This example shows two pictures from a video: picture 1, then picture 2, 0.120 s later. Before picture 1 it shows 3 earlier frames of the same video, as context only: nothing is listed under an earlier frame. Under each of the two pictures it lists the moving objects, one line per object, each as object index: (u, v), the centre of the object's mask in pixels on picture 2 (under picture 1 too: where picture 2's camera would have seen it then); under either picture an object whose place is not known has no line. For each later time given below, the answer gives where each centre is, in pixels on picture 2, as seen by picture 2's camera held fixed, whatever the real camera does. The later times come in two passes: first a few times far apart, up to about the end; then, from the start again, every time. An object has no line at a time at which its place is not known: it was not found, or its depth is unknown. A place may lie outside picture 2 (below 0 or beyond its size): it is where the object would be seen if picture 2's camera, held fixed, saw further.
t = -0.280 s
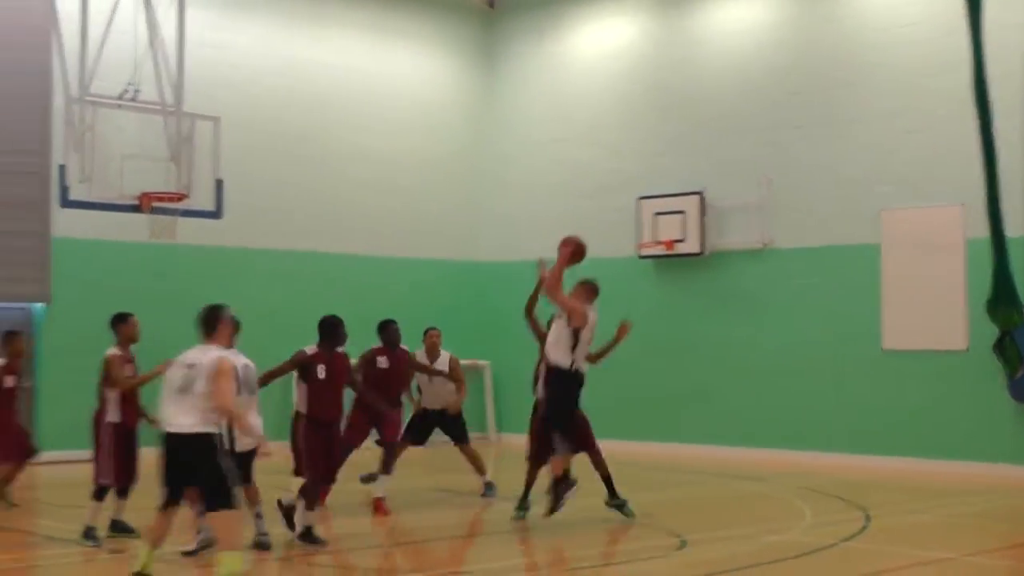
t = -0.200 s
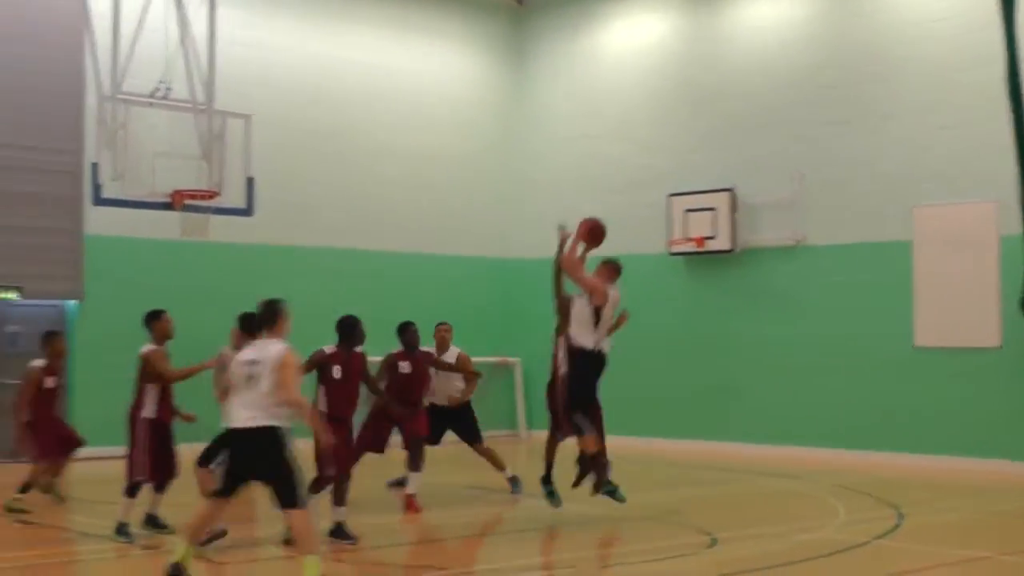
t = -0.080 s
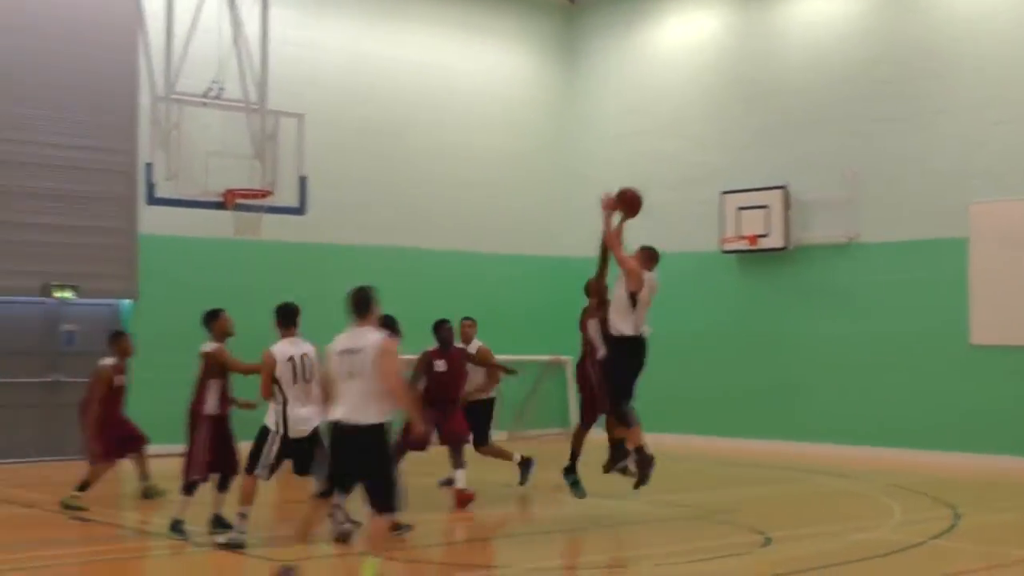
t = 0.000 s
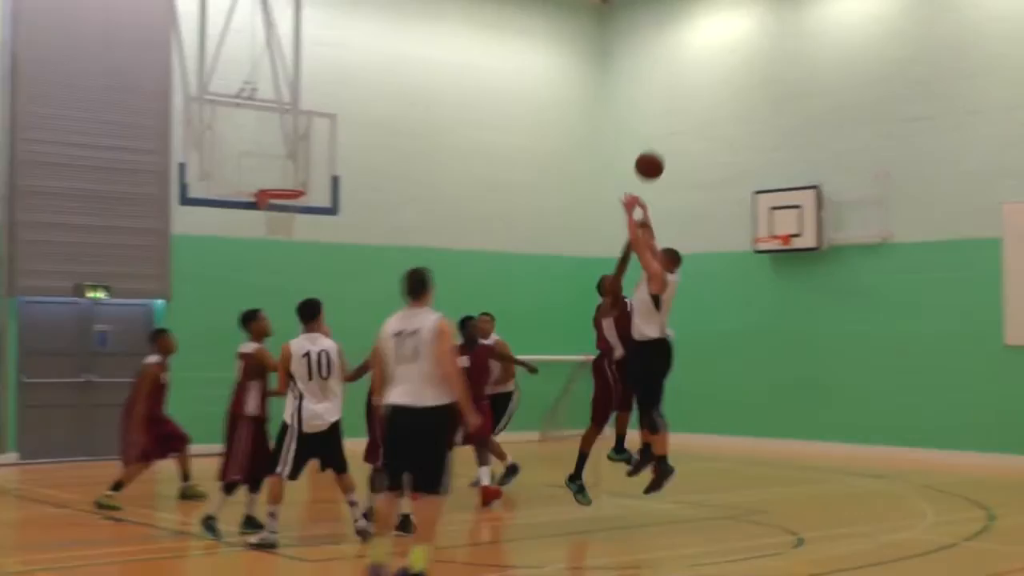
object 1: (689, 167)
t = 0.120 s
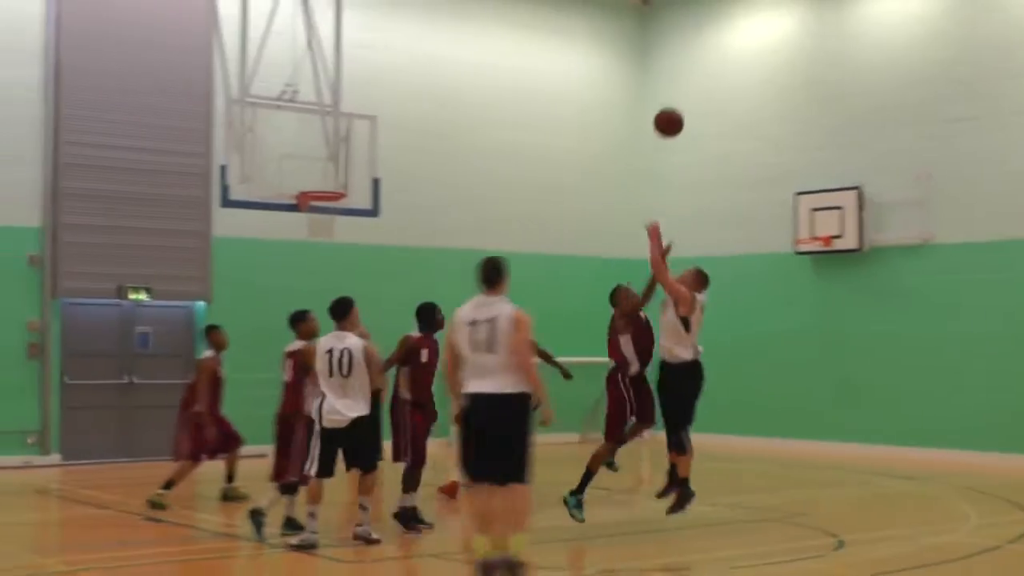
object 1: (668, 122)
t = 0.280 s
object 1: (640, 88)
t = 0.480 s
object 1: (603, 89)
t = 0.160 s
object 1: (661, 111)
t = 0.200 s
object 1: (654, 102)
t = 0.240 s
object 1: (647, 94)
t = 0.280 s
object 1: (640, 88)
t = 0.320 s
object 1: (633, 84)
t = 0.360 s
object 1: (626, 82)
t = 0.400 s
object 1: (618, 83)
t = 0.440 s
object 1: (611, 85)
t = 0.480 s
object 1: (603, 89)
